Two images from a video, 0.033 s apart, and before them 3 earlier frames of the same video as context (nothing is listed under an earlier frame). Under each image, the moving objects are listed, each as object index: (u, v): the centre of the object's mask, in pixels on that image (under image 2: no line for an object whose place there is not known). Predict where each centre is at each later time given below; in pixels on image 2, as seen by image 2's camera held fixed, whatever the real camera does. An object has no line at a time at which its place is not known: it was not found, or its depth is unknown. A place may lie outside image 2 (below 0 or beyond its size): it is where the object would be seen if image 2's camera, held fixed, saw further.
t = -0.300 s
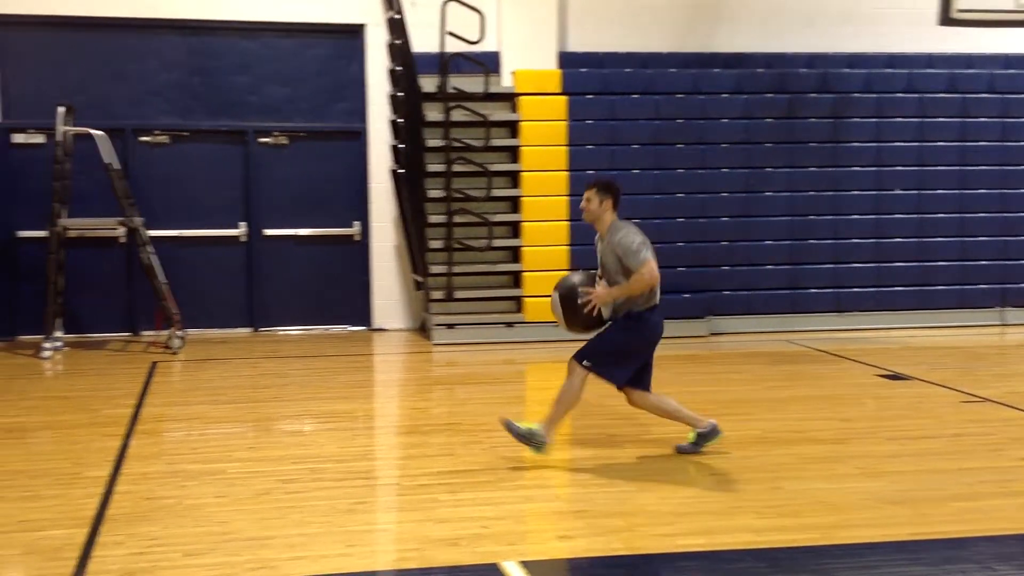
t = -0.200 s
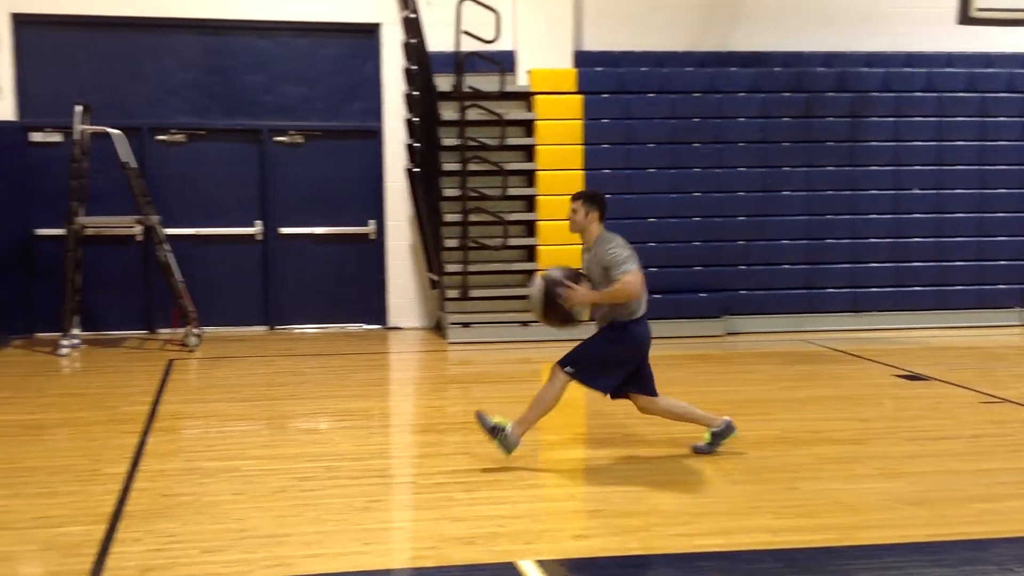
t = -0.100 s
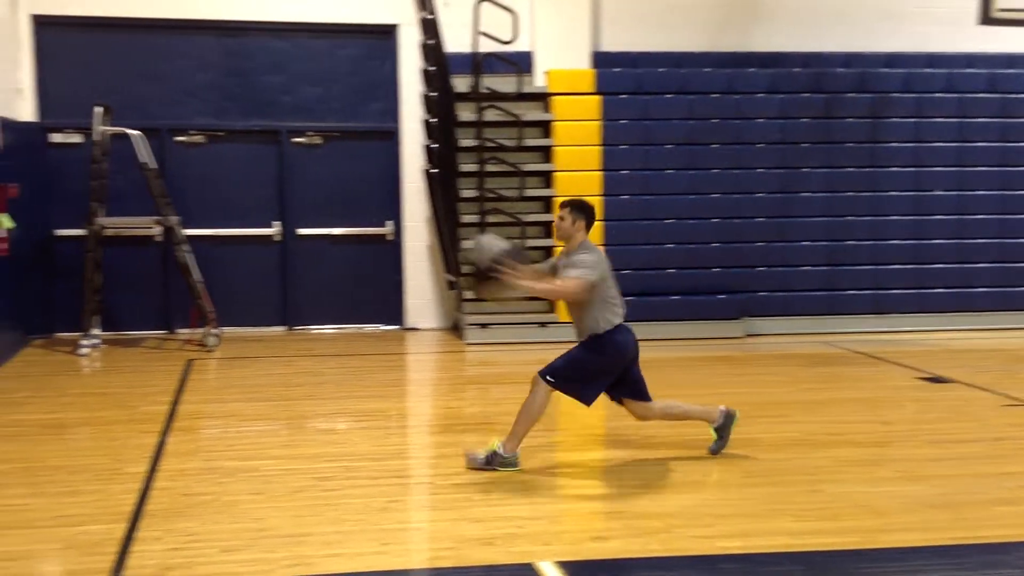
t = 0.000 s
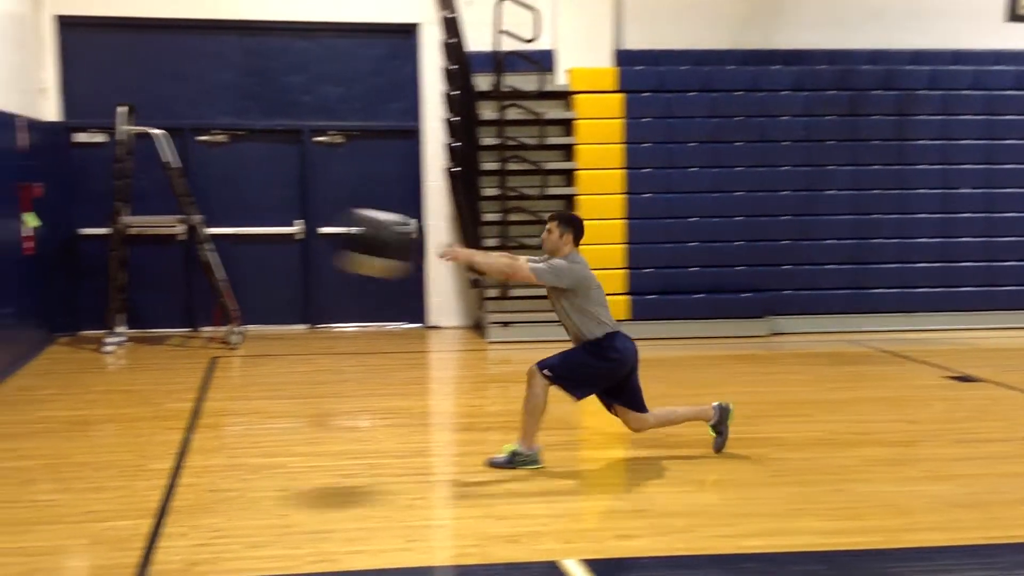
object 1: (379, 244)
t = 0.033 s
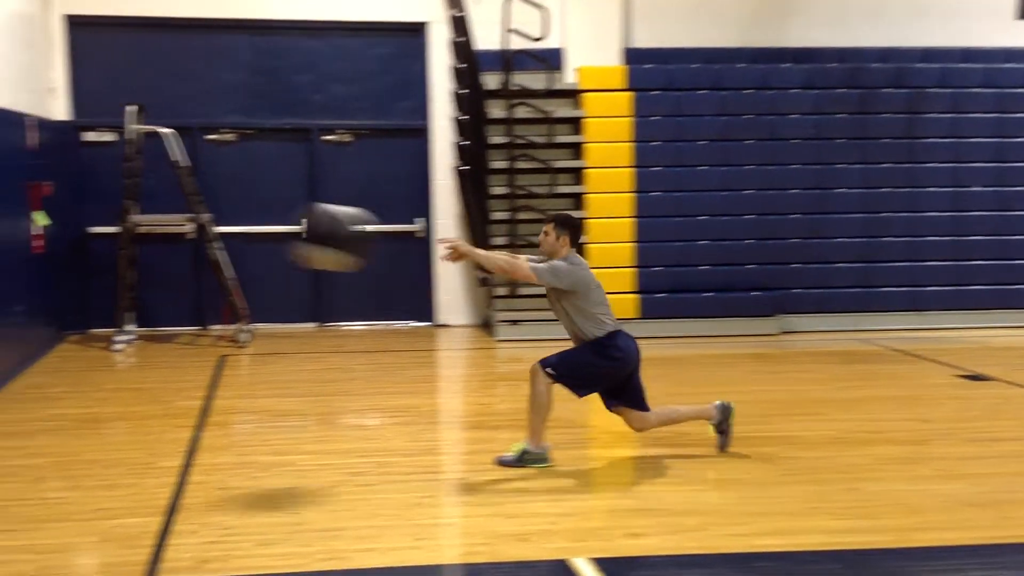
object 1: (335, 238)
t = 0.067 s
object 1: (282, 234)
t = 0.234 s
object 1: (-5, 251)
